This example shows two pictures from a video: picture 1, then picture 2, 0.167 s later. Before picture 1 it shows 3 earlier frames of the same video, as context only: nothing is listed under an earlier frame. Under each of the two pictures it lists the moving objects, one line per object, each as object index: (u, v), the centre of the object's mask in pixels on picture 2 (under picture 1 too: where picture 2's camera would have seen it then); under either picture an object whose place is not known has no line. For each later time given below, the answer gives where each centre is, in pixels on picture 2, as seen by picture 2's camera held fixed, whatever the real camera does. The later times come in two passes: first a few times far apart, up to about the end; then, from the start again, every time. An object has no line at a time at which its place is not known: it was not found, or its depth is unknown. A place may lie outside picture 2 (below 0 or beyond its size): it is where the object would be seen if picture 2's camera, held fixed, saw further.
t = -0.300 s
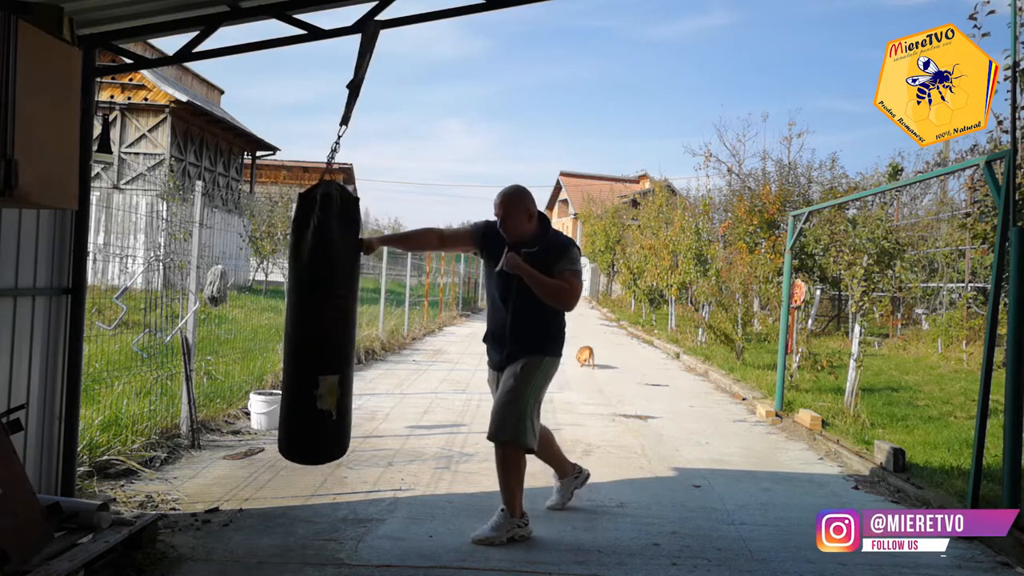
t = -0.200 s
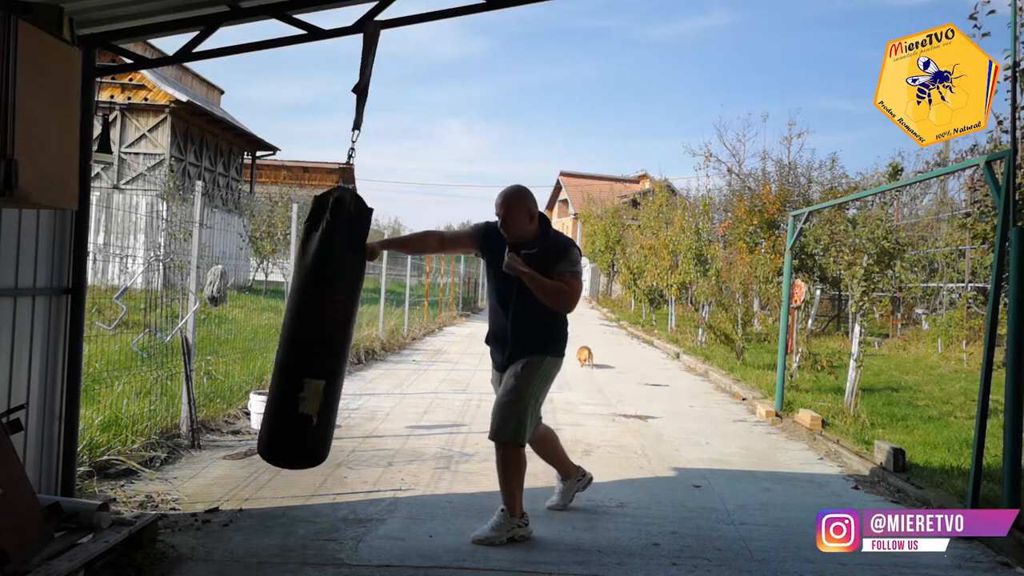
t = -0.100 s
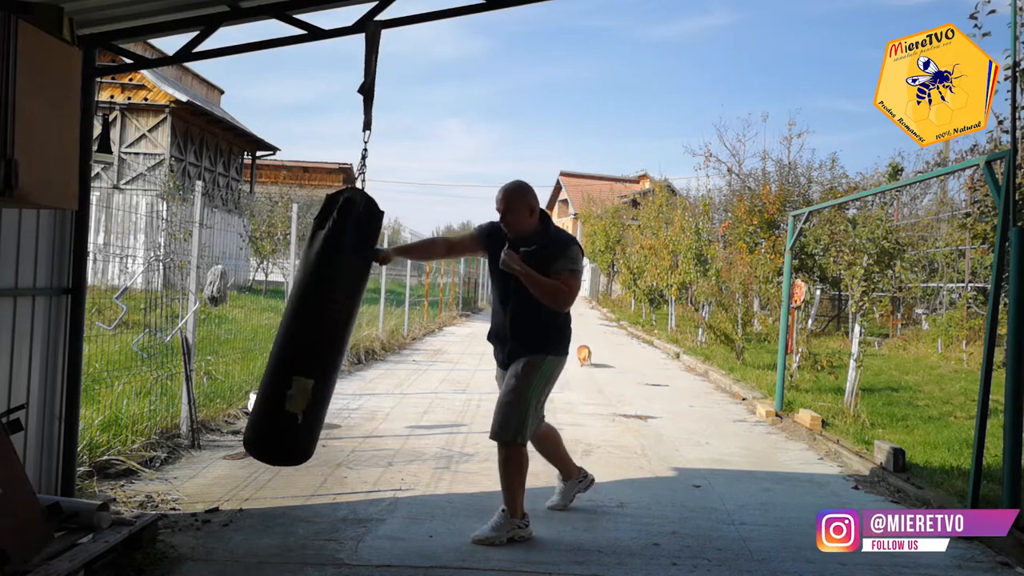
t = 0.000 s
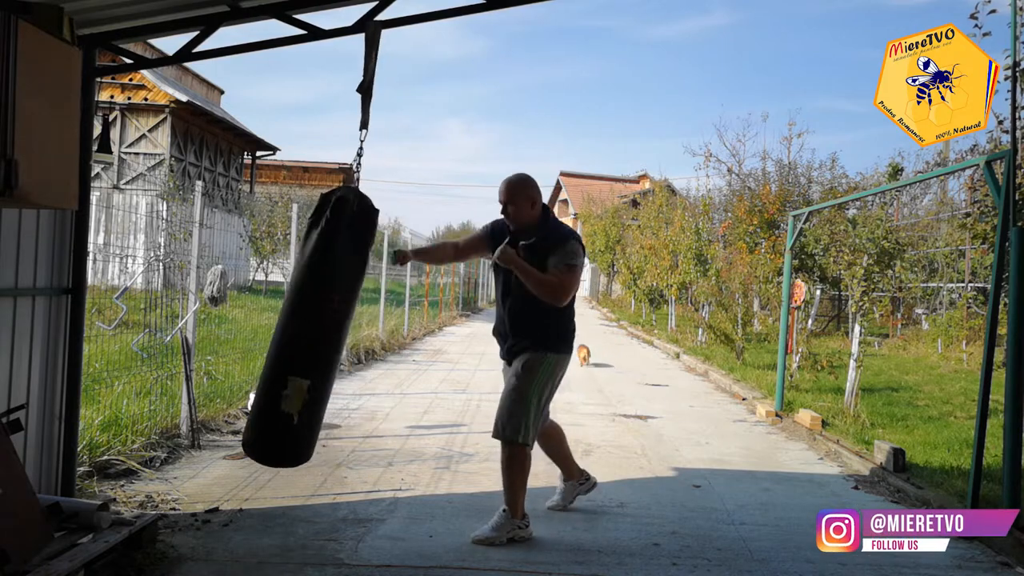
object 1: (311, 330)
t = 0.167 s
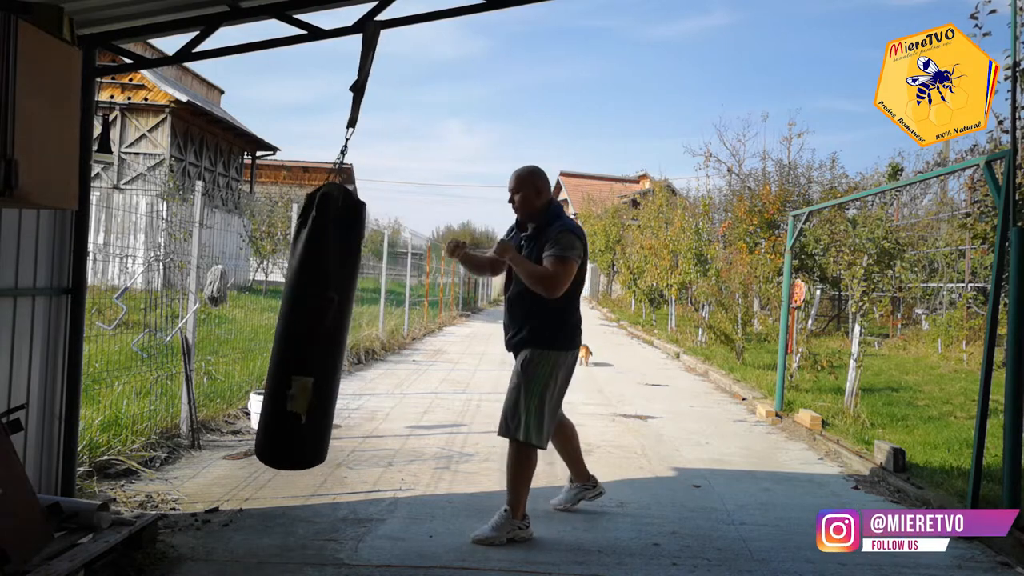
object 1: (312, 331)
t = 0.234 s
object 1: (316, 333)
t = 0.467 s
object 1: (338, 334)
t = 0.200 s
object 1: (314, 332)
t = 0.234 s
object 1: (316, 333)
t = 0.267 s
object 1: (319, 333)
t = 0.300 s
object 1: (322, 333)
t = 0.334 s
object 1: (326, 333)
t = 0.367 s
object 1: (330, 333)
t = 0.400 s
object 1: (333, 334)
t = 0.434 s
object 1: (335, 334)
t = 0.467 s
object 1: (338, 334)
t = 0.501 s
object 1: (341, 335)
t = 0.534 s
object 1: (344, 335)
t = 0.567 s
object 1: (346, 335)
